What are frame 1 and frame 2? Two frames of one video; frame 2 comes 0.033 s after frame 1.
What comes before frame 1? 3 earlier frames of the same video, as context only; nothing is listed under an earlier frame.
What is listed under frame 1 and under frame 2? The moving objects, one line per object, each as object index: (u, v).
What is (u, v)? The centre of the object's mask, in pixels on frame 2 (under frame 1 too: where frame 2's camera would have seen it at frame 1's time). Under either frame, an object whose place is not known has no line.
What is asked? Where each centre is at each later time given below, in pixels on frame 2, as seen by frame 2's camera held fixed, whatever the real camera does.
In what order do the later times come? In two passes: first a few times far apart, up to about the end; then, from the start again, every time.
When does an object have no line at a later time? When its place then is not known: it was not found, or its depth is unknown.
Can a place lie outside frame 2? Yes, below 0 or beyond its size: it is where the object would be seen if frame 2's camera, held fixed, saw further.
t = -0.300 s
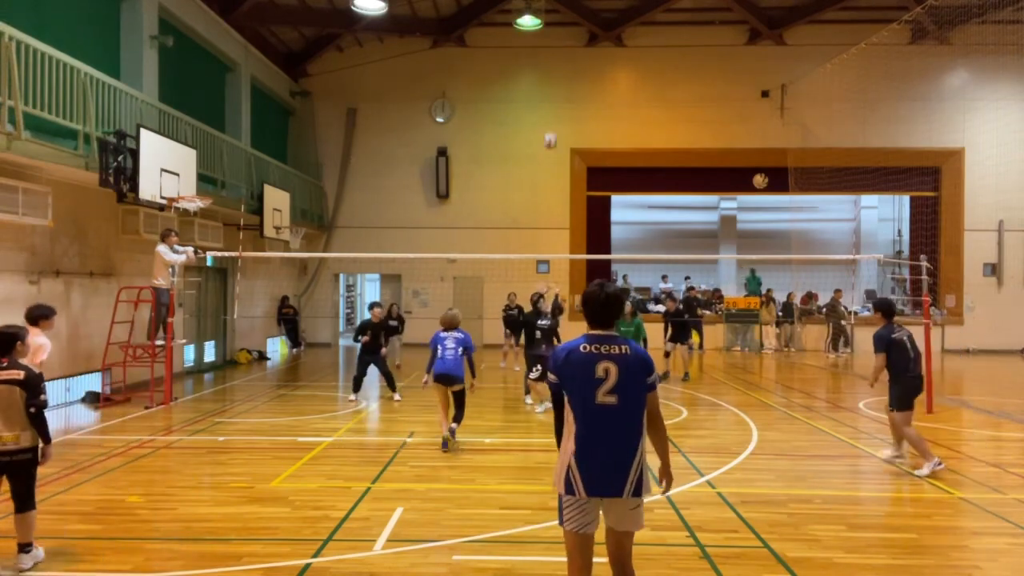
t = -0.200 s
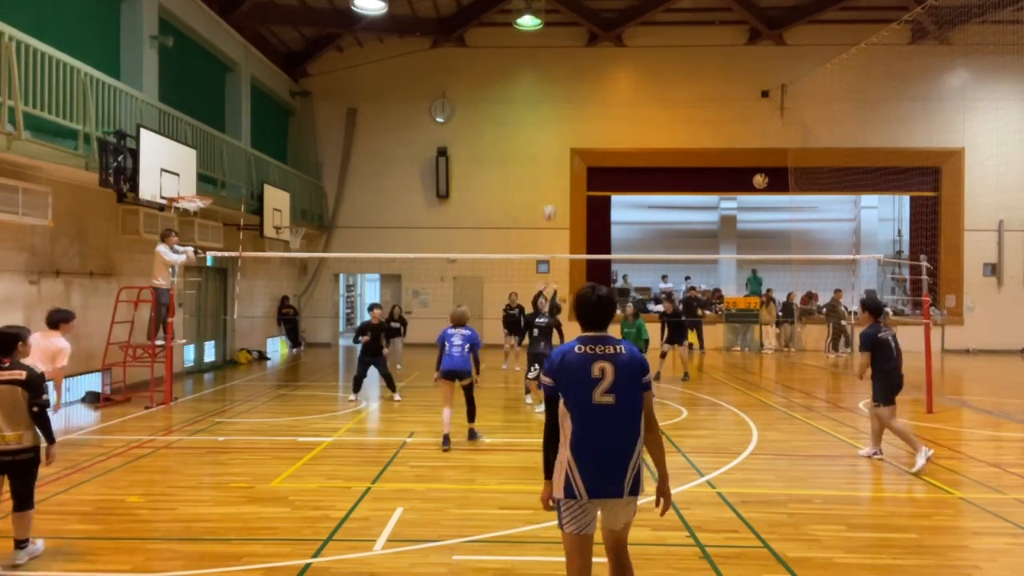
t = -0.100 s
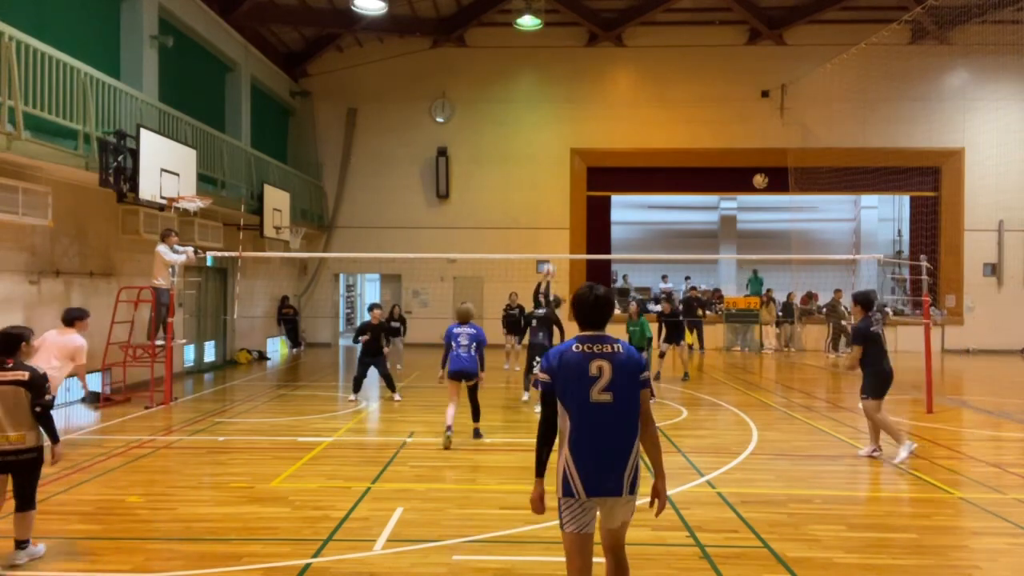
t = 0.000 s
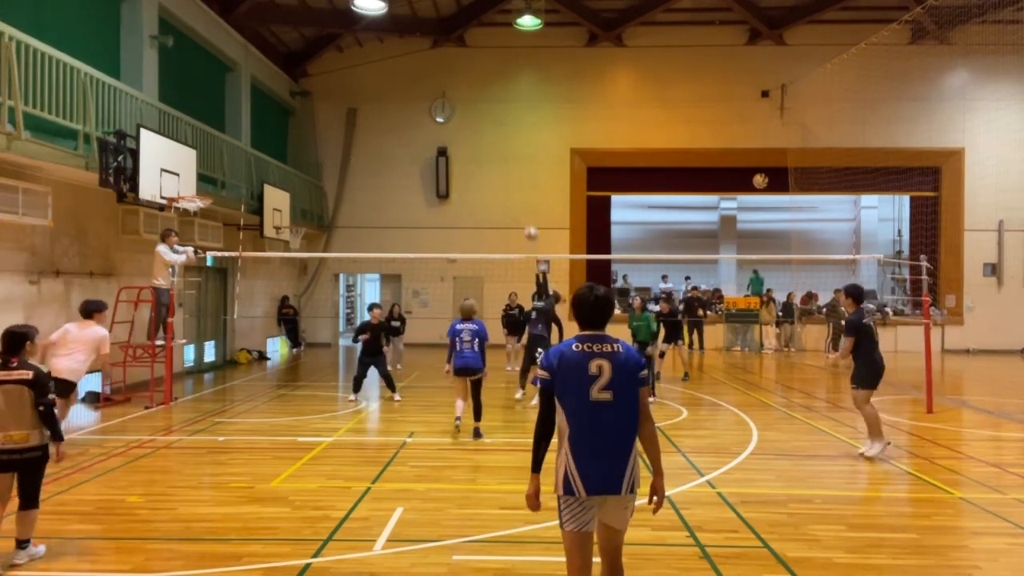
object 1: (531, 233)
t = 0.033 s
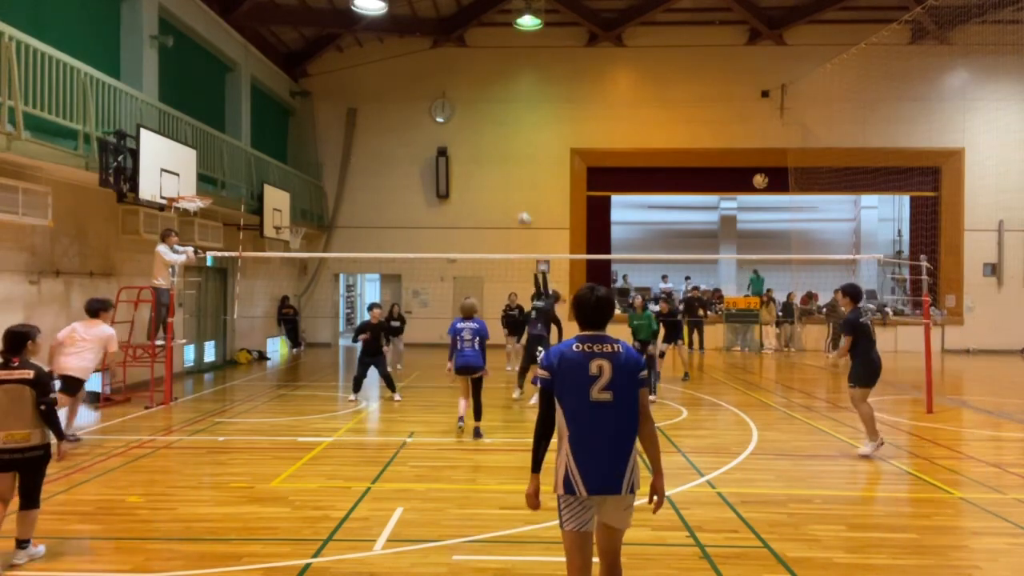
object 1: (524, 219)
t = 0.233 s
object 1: (481, 154)
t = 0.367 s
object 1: (454, 127)
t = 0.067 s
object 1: (517, 206)
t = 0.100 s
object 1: (510, 195)
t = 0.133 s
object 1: (503, 184)
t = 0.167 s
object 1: (495, 173)
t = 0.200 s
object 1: (488, 164)
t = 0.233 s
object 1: (481, 154)
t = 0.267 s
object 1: (474, 146)
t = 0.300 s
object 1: (467, 139)
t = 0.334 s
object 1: (461, 132)
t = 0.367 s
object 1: (454, 127)
